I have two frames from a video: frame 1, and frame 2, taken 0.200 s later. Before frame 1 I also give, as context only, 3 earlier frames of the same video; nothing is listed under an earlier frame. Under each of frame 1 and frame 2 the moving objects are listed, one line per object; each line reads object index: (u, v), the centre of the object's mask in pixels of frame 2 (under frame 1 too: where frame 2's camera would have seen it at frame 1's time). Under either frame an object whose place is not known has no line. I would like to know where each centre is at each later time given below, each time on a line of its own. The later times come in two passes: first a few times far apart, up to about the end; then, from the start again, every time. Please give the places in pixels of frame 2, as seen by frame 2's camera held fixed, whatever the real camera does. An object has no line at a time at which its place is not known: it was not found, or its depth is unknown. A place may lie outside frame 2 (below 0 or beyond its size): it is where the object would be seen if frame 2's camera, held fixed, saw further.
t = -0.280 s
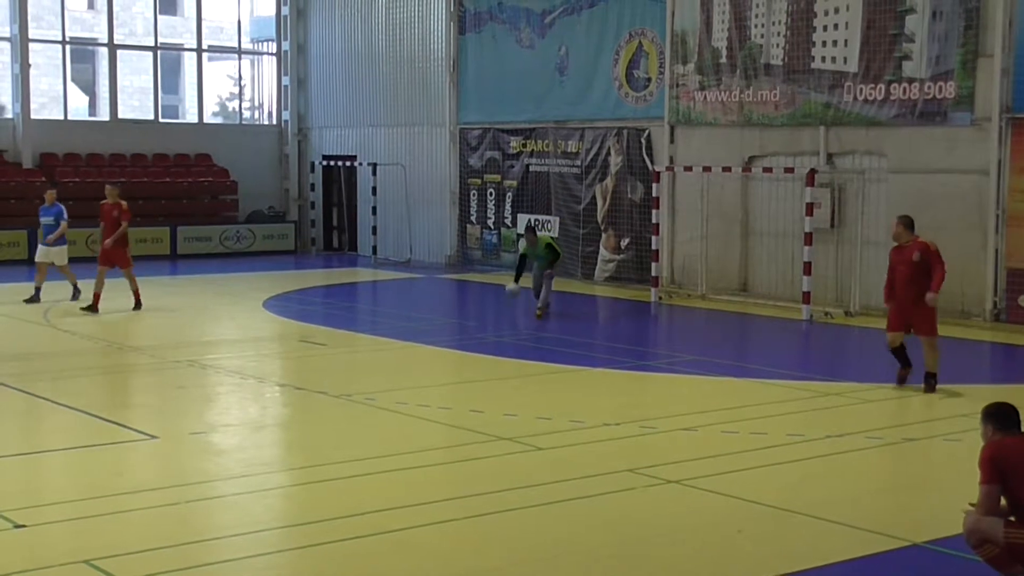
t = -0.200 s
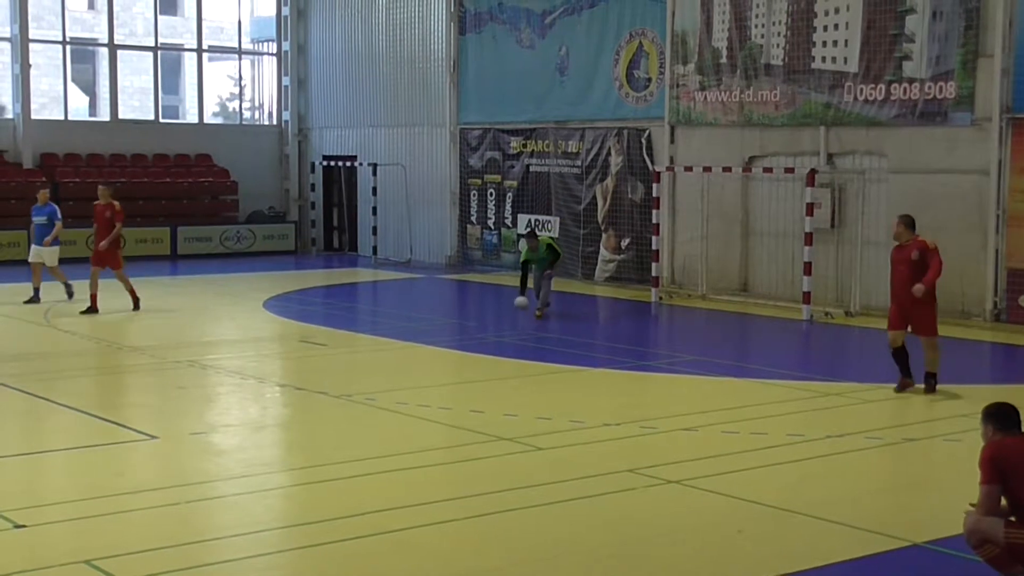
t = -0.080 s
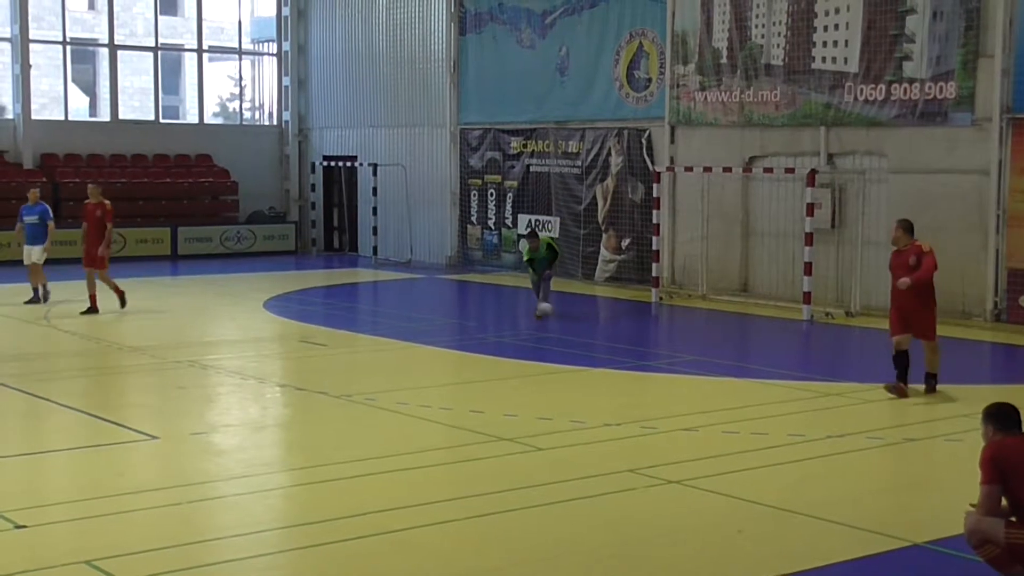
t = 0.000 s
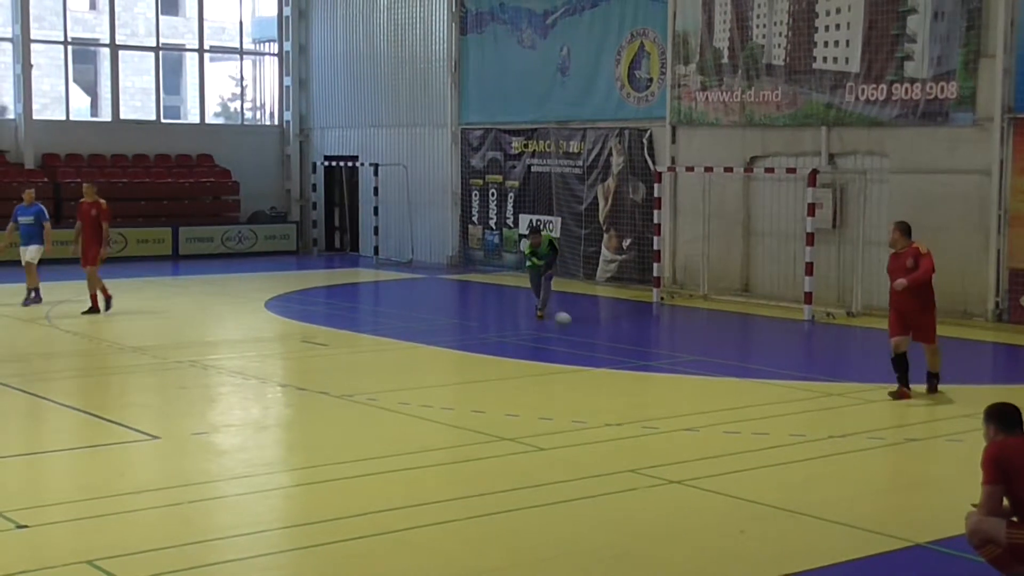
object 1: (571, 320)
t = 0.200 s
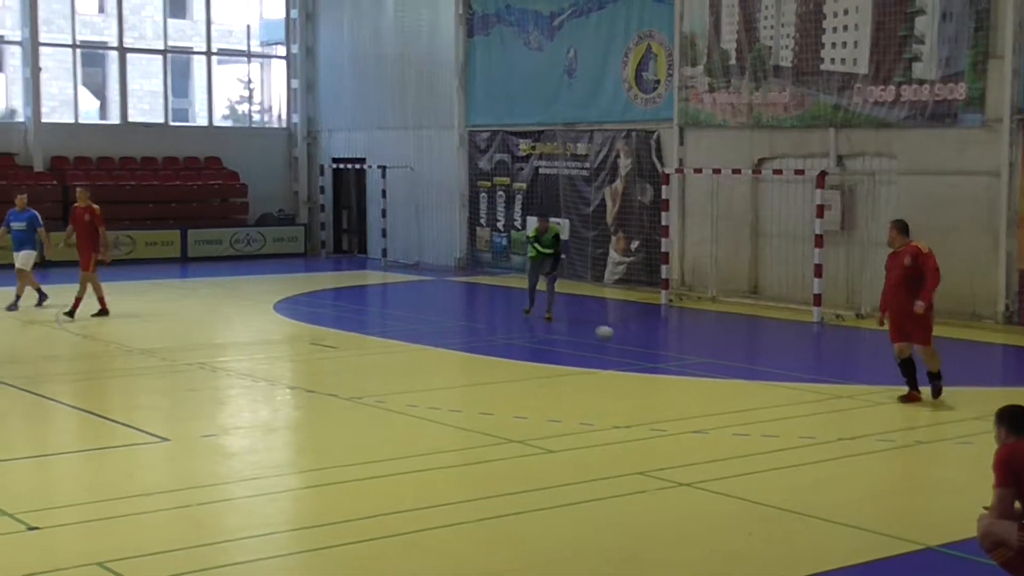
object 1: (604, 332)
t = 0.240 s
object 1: (611, 337)
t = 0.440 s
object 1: (643, 350)
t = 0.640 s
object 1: (680, 367)
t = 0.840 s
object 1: (723, 386)
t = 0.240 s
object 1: (611, 337)
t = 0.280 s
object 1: (617, 345)
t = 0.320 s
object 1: (623, 346)
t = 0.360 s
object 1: (629, 346)
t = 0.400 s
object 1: (636, 347)
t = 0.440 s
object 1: (643, 350)
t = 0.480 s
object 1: (650, 356)
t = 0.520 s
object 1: (657, 360)
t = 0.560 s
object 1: (664, 361)
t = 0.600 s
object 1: (672, 364)
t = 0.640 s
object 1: (680, 367)
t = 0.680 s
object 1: (689, 373)
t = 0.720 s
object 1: (697, 377)
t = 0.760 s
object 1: (705, 378)
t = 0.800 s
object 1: (714, 380)
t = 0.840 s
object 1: (723, 386)
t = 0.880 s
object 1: (732, 393)
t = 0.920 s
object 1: (742, 397)
